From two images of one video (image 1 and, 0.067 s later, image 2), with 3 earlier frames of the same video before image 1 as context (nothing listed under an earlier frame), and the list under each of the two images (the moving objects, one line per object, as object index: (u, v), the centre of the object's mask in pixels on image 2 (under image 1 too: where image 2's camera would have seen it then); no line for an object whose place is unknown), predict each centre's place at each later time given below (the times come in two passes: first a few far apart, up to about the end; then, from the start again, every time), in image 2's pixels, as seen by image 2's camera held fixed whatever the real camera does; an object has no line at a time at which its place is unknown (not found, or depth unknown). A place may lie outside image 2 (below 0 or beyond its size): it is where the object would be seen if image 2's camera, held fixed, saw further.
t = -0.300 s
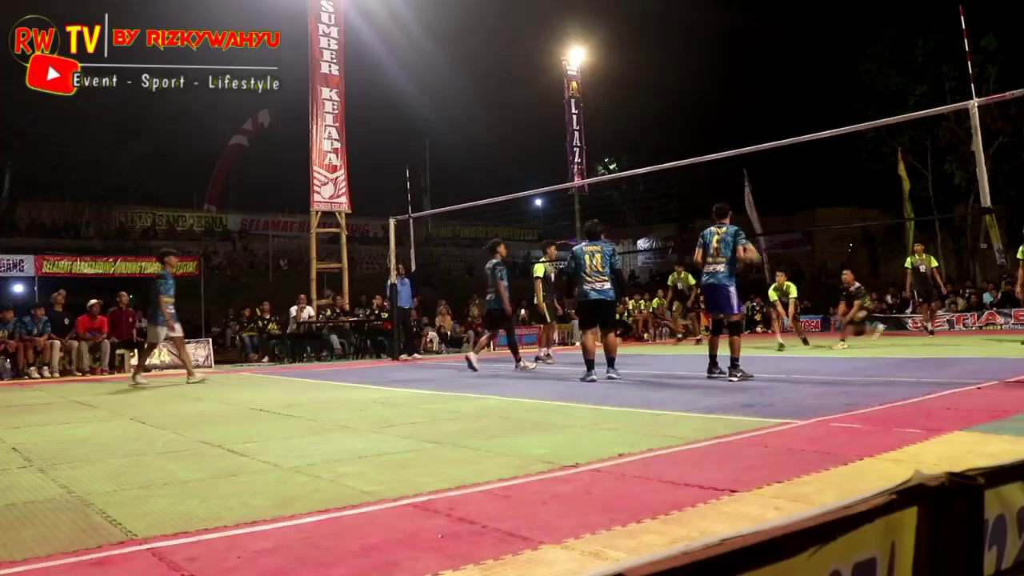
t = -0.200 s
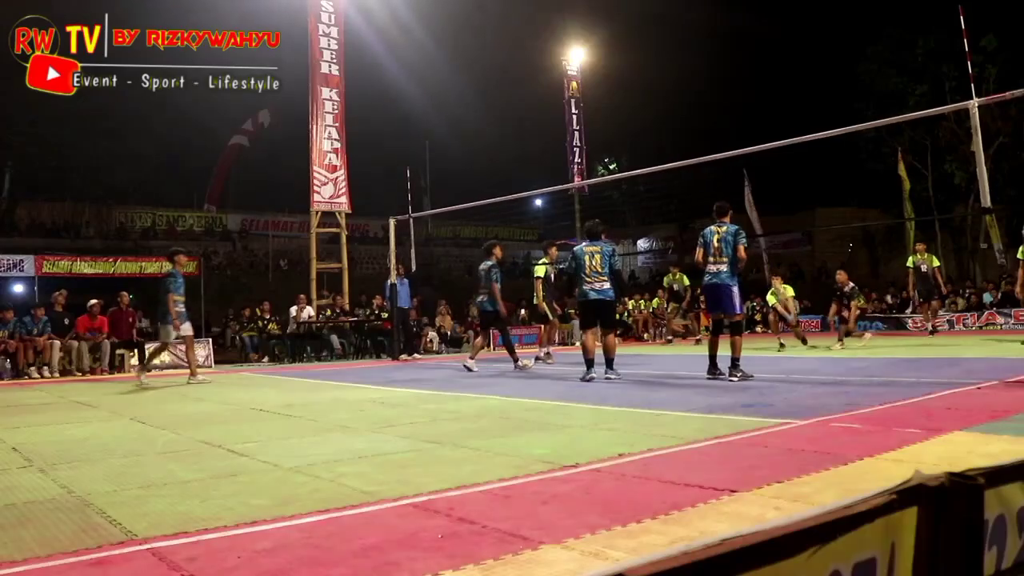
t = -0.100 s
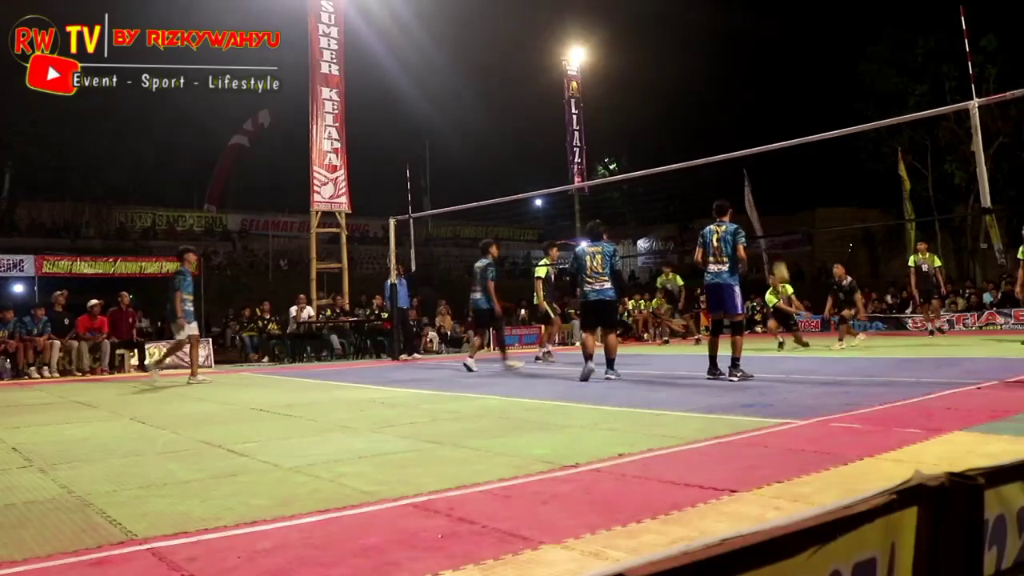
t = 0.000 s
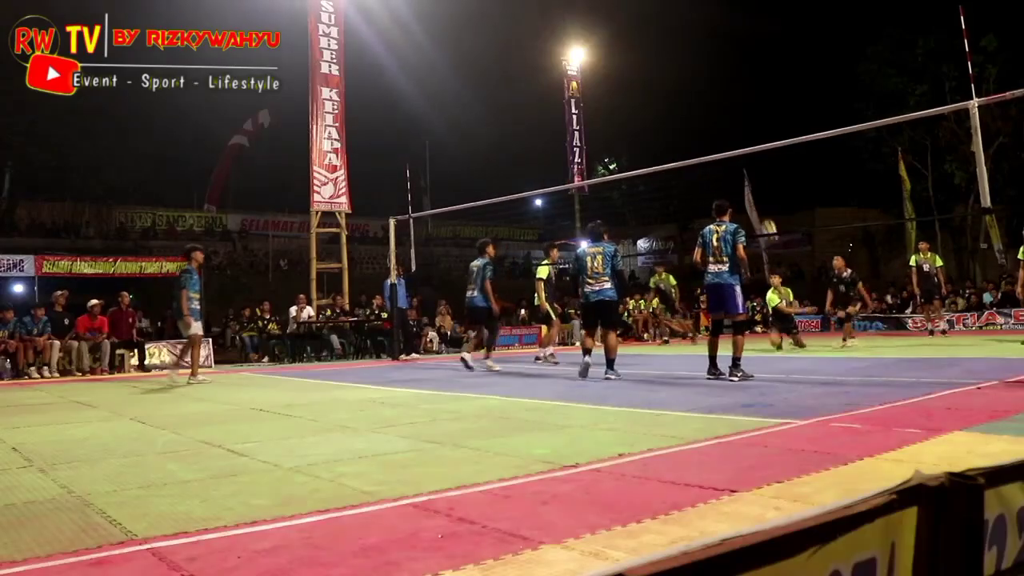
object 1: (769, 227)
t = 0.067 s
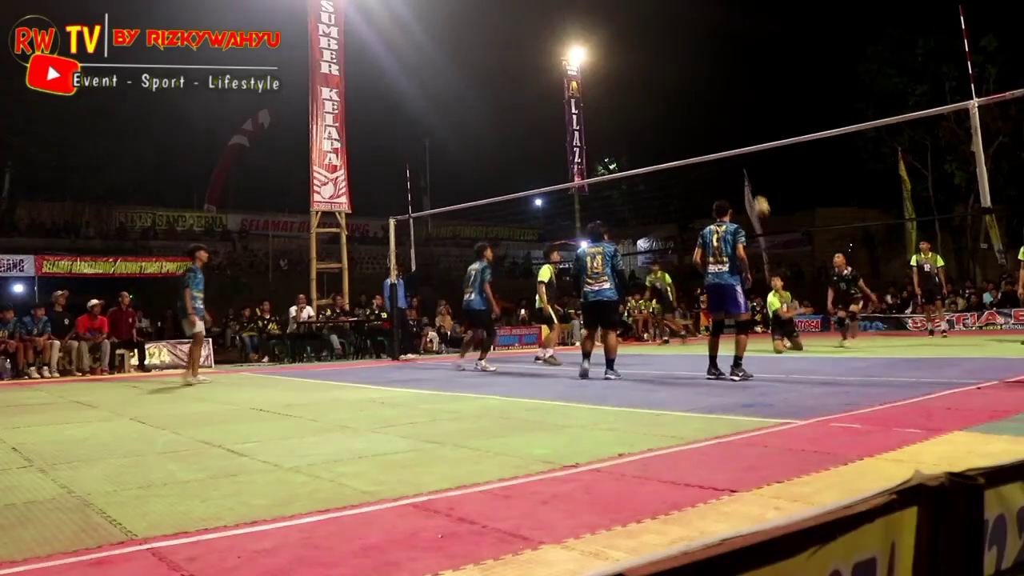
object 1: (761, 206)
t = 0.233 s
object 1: (744, 160)
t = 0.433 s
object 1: (721, 123)
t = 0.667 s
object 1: (698, 113)
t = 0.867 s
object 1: (680, 133)
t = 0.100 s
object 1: (757, 195)
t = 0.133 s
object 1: (754, 184)
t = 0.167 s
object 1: (750, 174)
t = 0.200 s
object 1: (746, 166)
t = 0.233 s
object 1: (744, 160)
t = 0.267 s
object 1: (738, 148)
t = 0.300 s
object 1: (735, 143)
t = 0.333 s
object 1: (732, 136)
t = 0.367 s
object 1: (728, 131)
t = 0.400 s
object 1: (725, 126)
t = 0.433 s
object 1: (721, 123)
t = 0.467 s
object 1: (718, 119)
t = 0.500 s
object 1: (714, 116)
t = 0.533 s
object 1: (711, 115)
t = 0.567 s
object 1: (708, 113)
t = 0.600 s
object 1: (705, 113)
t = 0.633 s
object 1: (702, 113)
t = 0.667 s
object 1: (698, 113)
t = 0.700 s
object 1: (695, 115)
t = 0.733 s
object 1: (692, 118)
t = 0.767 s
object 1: (689, 120)
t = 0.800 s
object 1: (686, 124)
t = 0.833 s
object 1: (683, 128)
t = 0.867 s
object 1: (680, 133)
